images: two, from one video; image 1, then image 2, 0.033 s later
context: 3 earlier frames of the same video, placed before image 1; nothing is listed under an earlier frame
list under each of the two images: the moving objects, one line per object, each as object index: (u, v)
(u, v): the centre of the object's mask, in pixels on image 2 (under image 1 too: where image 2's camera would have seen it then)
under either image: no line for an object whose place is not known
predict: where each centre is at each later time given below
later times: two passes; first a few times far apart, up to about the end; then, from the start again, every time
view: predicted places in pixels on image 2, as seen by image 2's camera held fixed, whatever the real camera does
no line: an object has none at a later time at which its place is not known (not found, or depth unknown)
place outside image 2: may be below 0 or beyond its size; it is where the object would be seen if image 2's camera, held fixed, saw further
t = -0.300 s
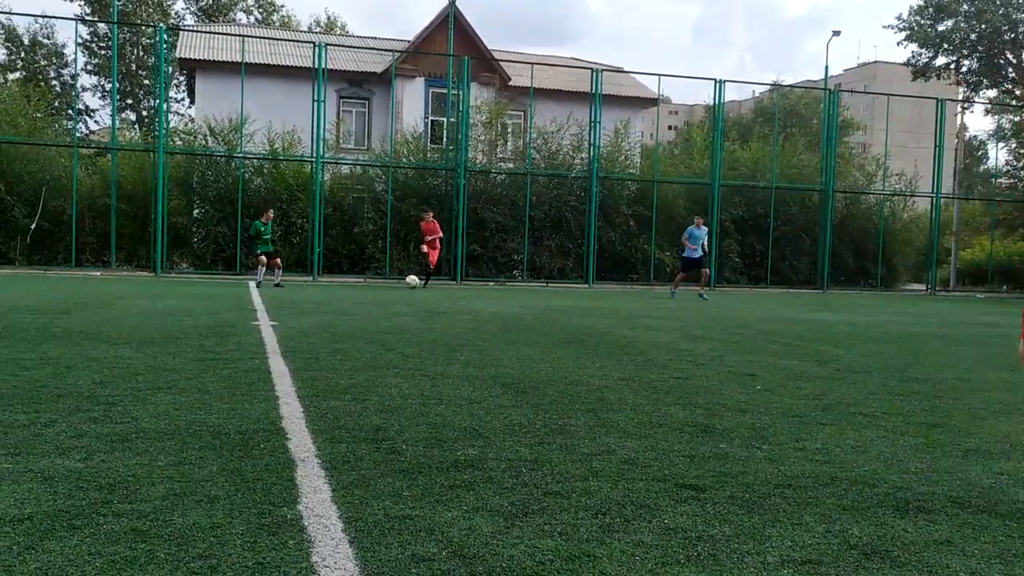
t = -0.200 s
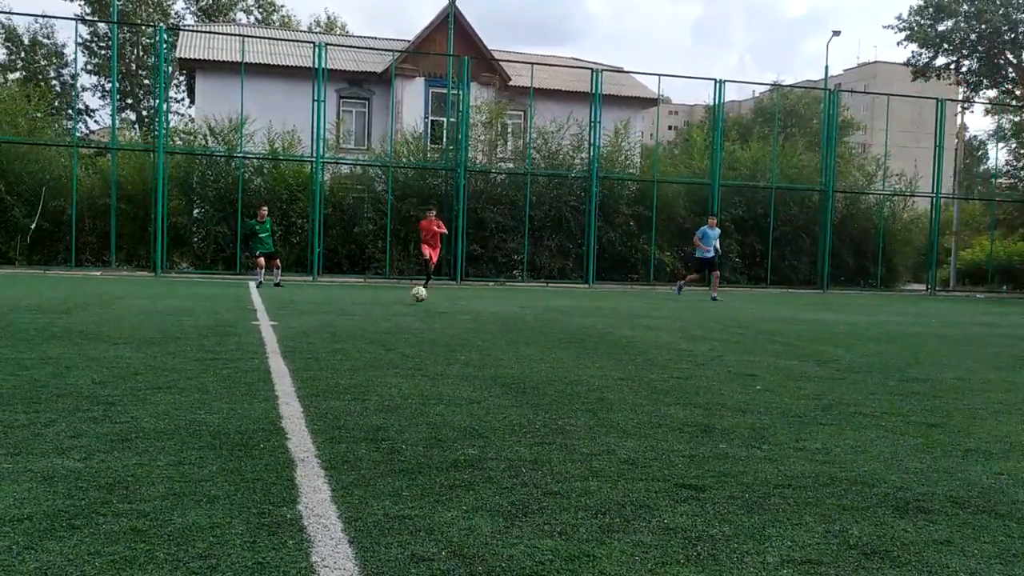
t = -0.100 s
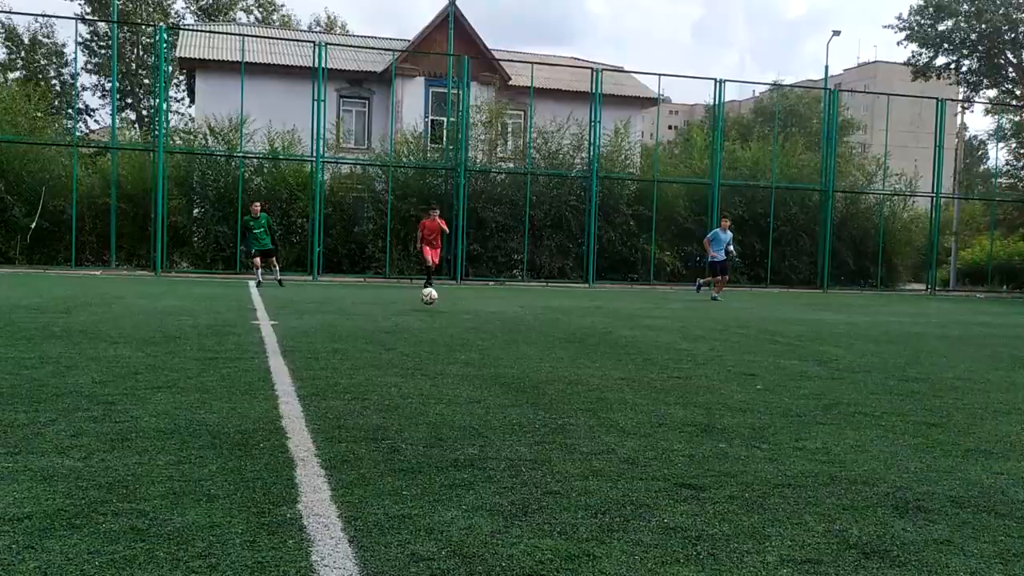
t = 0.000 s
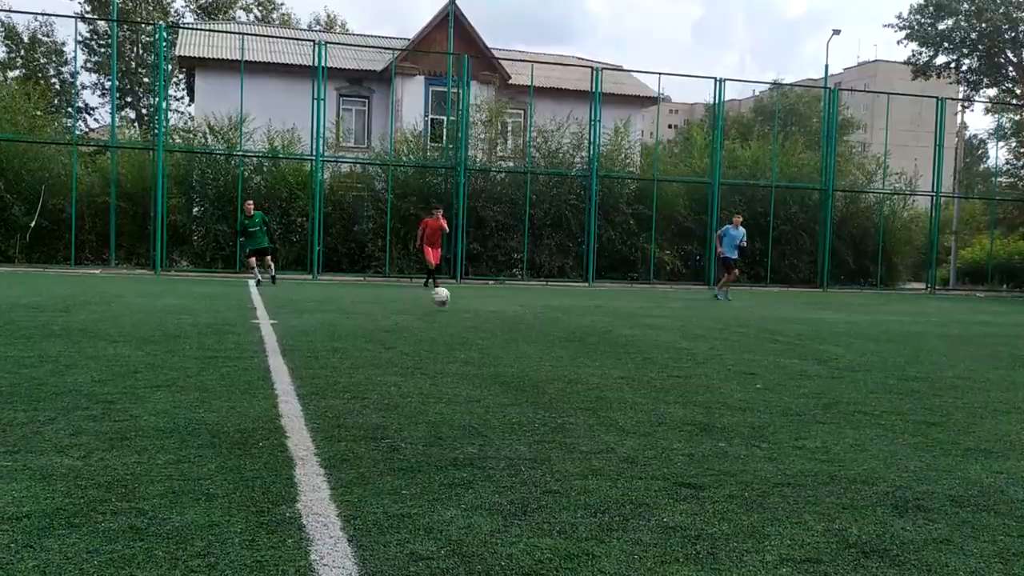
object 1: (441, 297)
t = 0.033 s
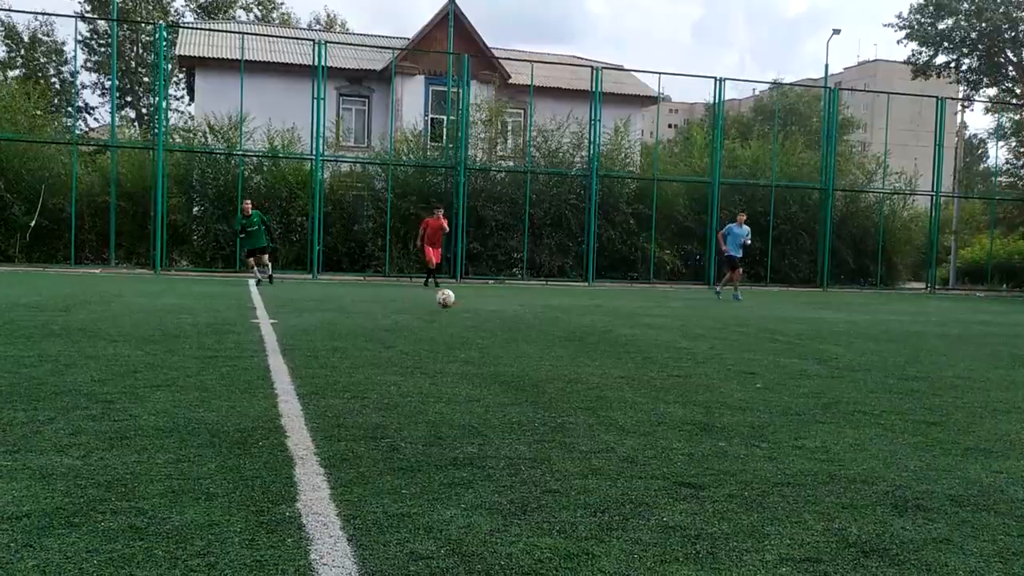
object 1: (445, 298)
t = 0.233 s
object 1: (481, 323)
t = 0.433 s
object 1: (530, 346)
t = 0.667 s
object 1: (614, 384)
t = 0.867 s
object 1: (738, 433)
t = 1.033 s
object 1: (922, 512)
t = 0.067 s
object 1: (450, 303)
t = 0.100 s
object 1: (455, 308)
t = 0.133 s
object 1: (461, 315)
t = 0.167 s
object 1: (467, 322)
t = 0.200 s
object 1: (474, 322)
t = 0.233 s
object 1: (481, 323)
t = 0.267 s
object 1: (488, 325)
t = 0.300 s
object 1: (495, 328)
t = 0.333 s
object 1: (503, 334)
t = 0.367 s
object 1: (512, 341)
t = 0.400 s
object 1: (520, 344)
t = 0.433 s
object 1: (530, 346)
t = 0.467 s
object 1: (540, 349)
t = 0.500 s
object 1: (550, 355)
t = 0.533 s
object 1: (561, 361)
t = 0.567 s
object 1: (573, 364)
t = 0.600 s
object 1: (586, 369)
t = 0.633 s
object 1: (599, 377)
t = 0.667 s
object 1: (614, 384)
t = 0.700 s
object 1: (631, 390)
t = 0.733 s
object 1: (648, 397)
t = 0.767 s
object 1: (668, 406)
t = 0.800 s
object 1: (688, 415)
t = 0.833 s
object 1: (712, 422)
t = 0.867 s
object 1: (738, 433)
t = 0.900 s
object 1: (766, 450)
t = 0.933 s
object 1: (797, 462)
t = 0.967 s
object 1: (834, 476)
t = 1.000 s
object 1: (875, 495)
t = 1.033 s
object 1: (922, 512)
